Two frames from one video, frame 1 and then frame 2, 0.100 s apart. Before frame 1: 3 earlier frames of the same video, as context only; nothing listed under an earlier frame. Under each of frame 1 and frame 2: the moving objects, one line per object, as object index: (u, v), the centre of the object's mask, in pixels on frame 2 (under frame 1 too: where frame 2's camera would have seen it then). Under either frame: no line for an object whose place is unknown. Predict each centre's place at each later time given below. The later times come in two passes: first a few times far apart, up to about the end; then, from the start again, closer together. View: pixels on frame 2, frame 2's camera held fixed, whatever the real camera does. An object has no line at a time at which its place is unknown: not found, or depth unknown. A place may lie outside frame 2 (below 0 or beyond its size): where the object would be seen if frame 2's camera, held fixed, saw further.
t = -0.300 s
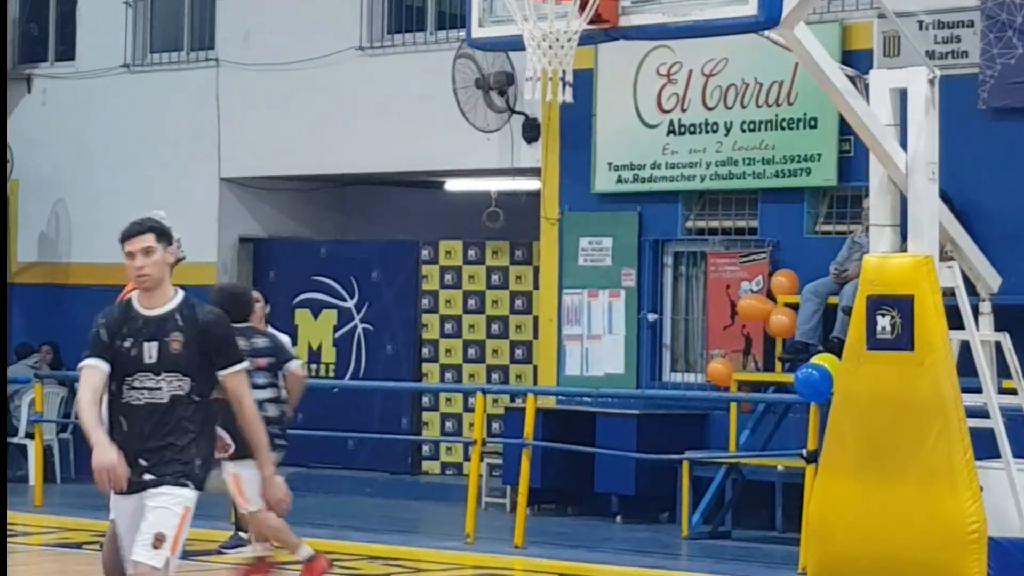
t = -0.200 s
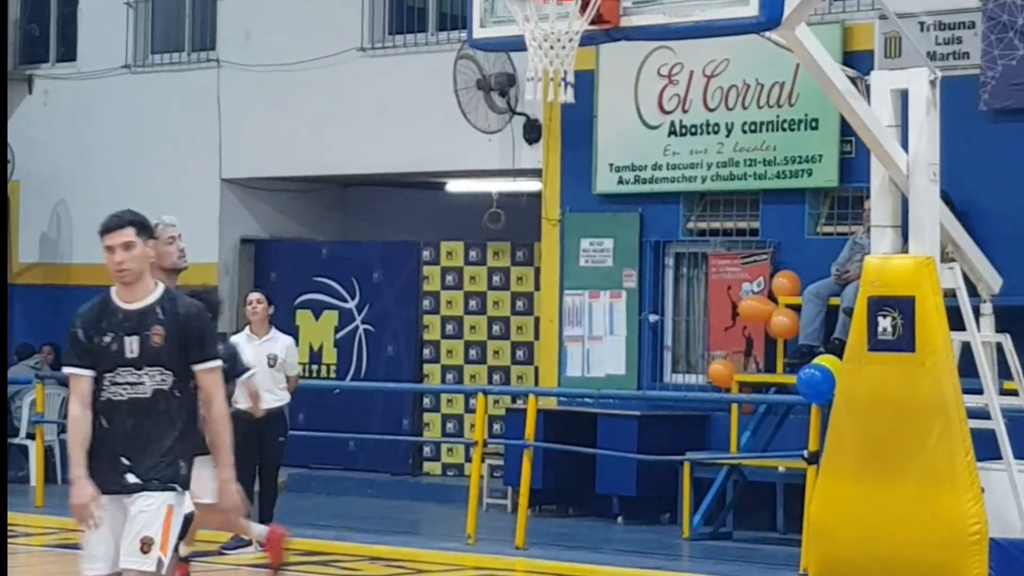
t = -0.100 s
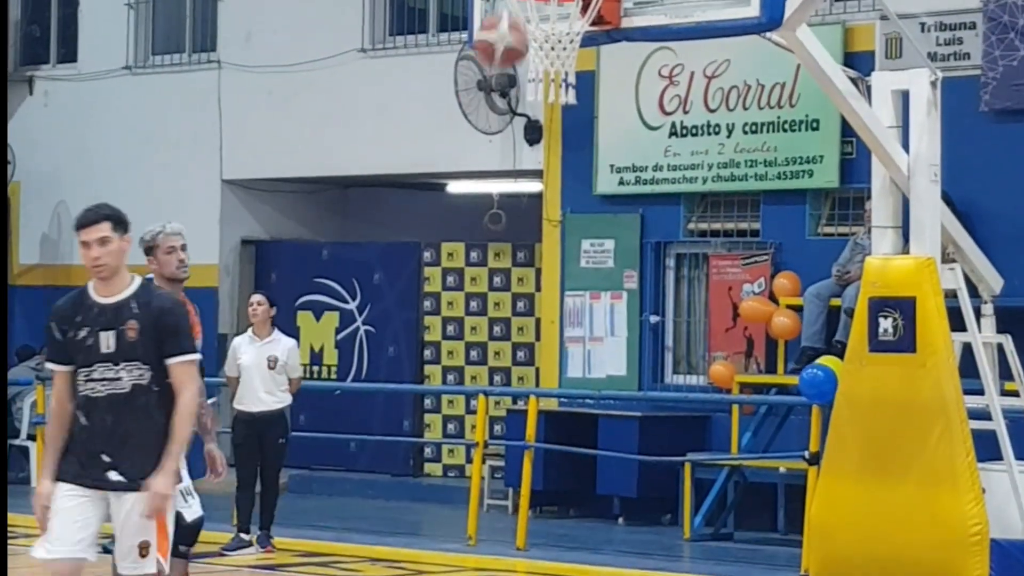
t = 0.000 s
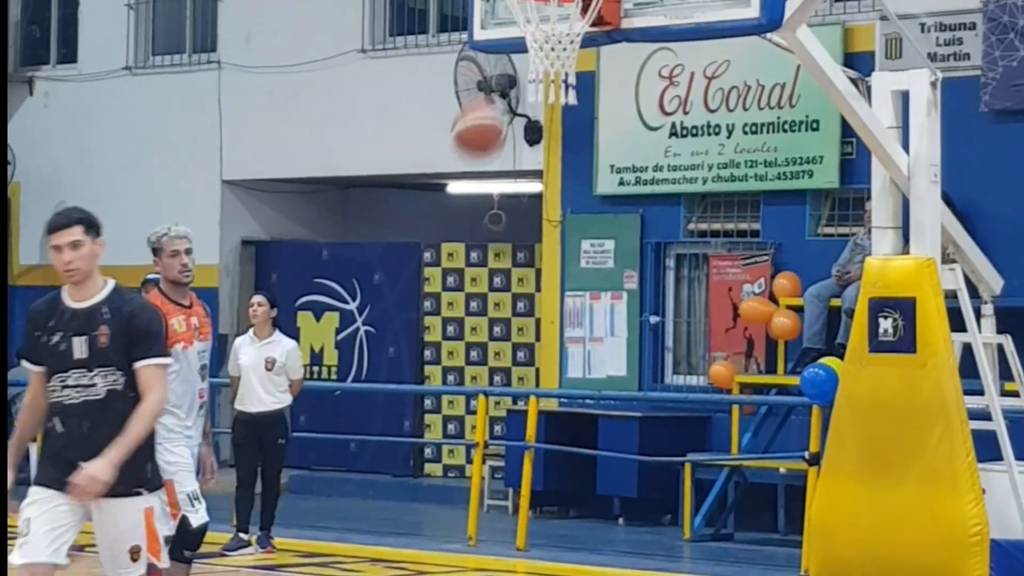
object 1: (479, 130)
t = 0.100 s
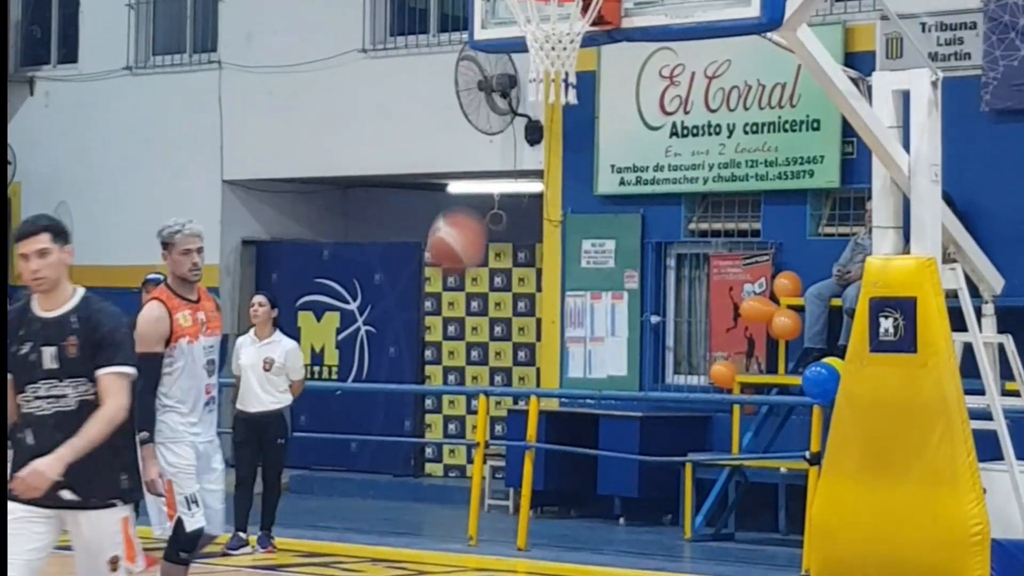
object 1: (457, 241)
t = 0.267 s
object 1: (411, 495)
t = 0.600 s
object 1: (385, 374)
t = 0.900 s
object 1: (380, 200)
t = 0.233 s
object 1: (420, 436)
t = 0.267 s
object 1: (411, 495)
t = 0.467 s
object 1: (385, 518)
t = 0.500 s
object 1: (385, 481)
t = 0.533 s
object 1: (385, 442)
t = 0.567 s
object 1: (385, 406)
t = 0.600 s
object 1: (385, 374)
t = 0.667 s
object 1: (386, 317)
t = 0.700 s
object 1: (385, 292)
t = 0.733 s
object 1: (384, 271)
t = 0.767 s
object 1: (383, 251)
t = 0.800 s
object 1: (383, 233)
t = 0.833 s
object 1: (382, 220)
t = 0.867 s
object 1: (381, 208)
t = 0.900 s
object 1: (380, 200)
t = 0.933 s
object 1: (380, 194)
